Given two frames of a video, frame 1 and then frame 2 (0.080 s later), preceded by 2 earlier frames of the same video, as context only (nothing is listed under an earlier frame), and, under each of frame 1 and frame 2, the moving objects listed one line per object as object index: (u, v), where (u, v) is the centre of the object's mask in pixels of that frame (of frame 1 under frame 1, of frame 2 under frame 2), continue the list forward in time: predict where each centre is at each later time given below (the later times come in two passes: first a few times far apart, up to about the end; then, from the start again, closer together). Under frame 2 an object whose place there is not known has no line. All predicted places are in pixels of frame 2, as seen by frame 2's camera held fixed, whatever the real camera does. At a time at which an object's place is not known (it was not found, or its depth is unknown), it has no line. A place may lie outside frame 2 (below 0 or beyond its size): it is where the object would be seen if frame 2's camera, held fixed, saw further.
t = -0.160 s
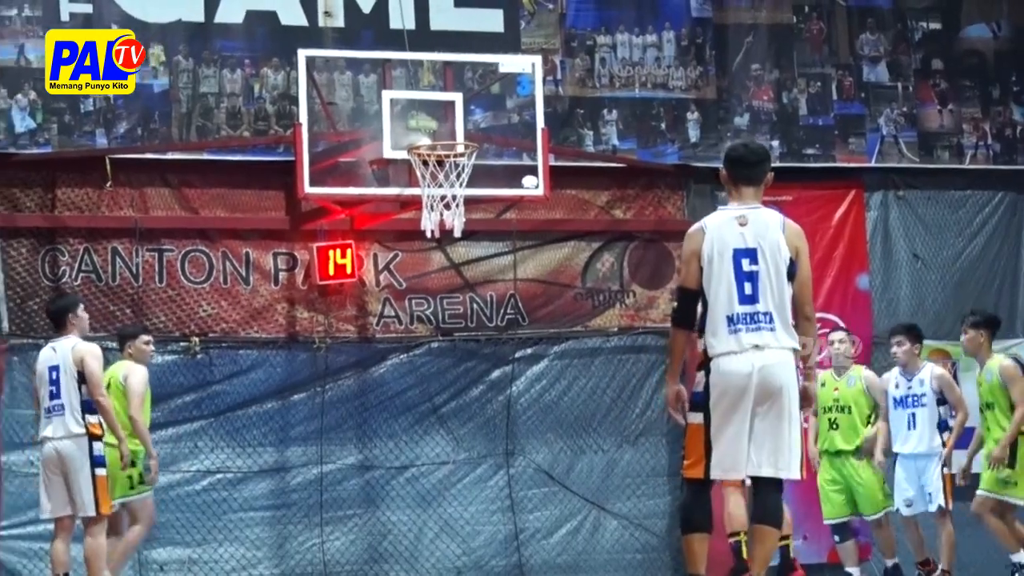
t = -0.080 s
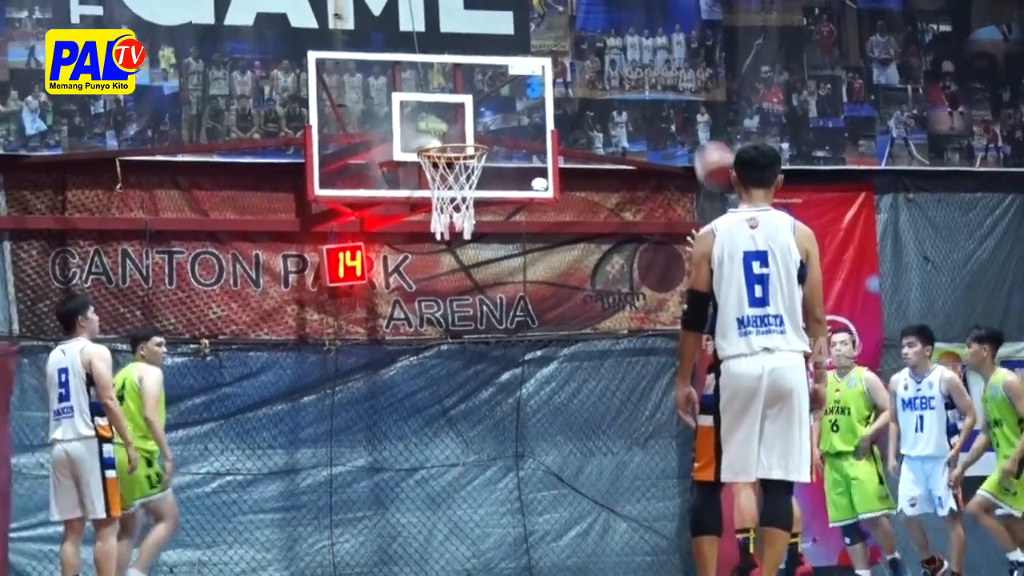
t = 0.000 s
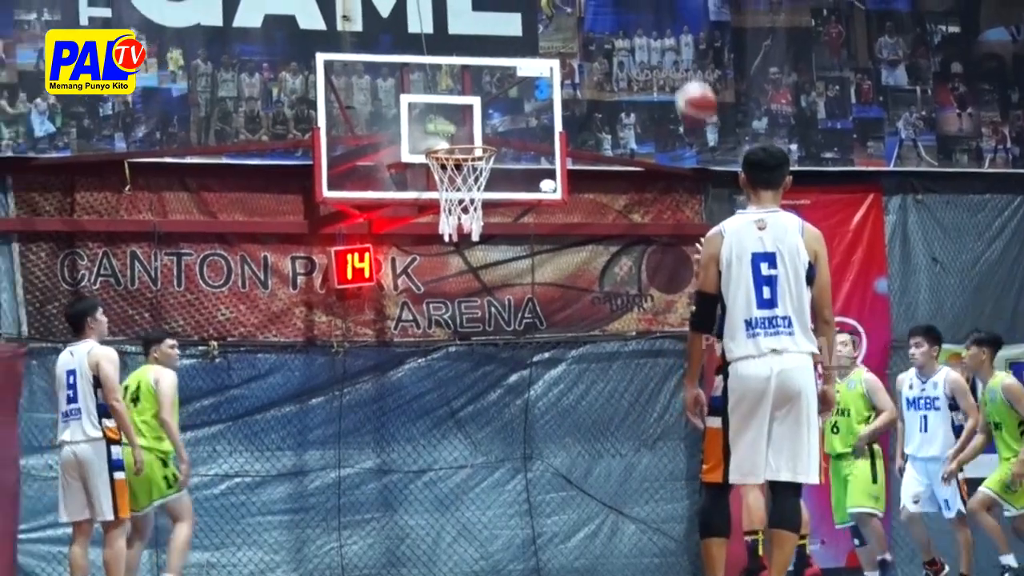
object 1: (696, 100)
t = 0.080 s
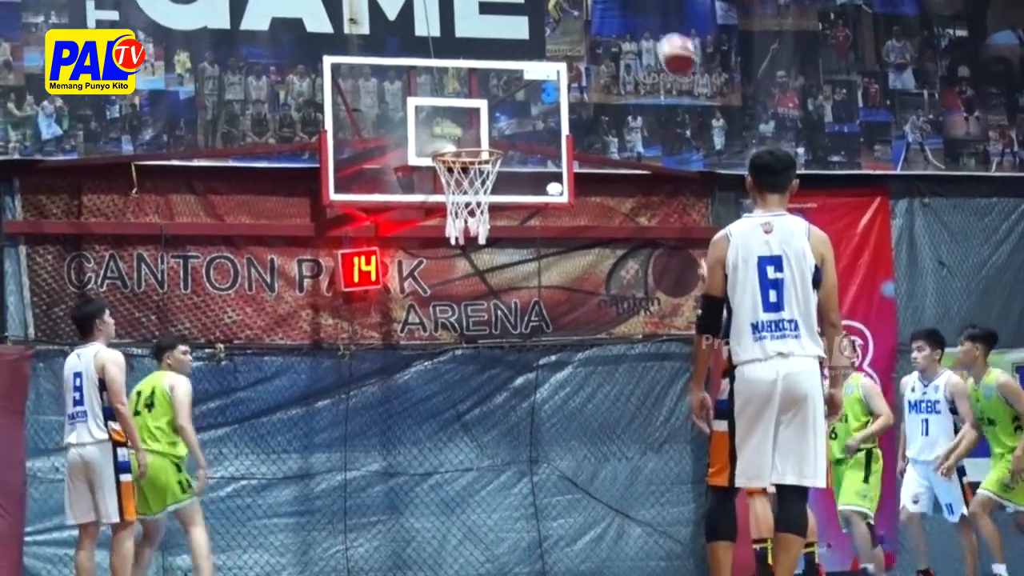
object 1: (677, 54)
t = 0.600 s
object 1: (535, -18)
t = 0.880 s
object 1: (472, 102)
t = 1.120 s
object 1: (482, 135)
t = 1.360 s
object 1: (515, 131)
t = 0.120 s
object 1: (665, 33)
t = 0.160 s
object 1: (652, 16)
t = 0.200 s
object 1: (641, 6)
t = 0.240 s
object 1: (628, 0)
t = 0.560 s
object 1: (544, -22)
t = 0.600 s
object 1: (535, -18)
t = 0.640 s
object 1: (526, -11)
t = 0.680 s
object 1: (516, 5)
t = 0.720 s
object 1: (507, 21)
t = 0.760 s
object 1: (498, 37)
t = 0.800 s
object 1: (489, 55)
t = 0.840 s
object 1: (481, 82)
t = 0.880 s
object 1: (472, 102)
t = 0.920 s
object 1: (465, 130)
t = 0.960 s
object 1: (460, 137)
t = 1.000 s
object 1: (457, 140)
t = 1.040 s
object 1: (458, 142)
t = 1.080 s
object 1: (468, 139)
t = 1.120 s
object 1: (482, 135)
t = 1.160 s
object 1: (492, 136)
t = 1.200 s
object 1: (498, 132)
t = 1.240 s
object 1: (501, 129)
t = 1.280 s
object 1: (507, 126)
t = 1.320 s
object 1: (509, 127)
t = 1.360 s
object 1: (515, 131)
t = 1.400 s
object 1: (517, 136)
